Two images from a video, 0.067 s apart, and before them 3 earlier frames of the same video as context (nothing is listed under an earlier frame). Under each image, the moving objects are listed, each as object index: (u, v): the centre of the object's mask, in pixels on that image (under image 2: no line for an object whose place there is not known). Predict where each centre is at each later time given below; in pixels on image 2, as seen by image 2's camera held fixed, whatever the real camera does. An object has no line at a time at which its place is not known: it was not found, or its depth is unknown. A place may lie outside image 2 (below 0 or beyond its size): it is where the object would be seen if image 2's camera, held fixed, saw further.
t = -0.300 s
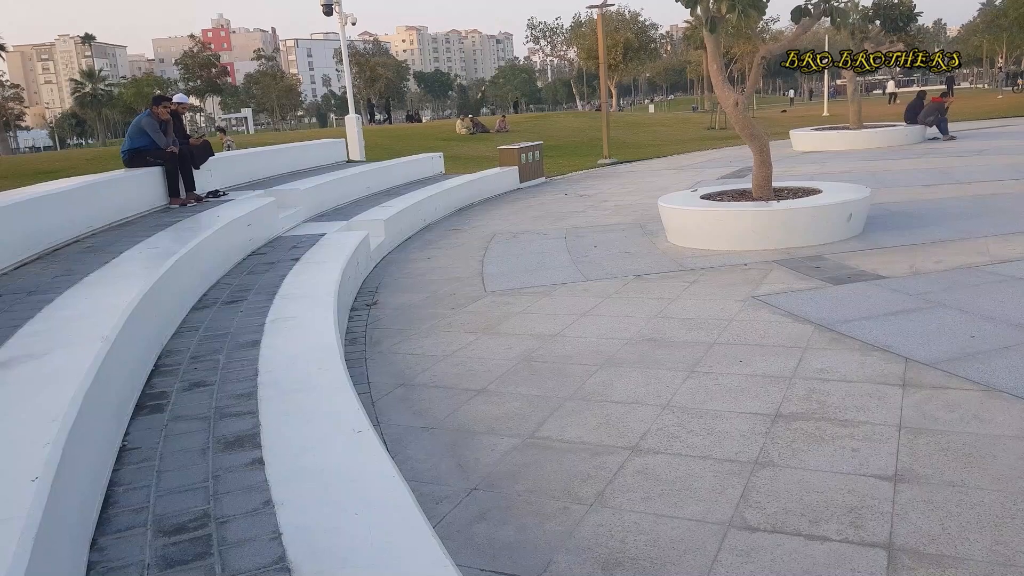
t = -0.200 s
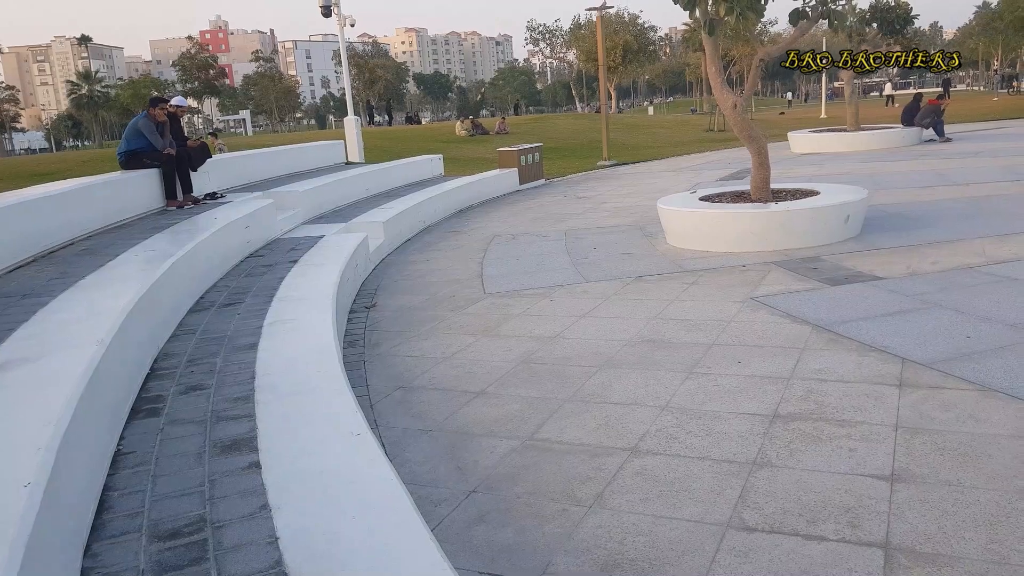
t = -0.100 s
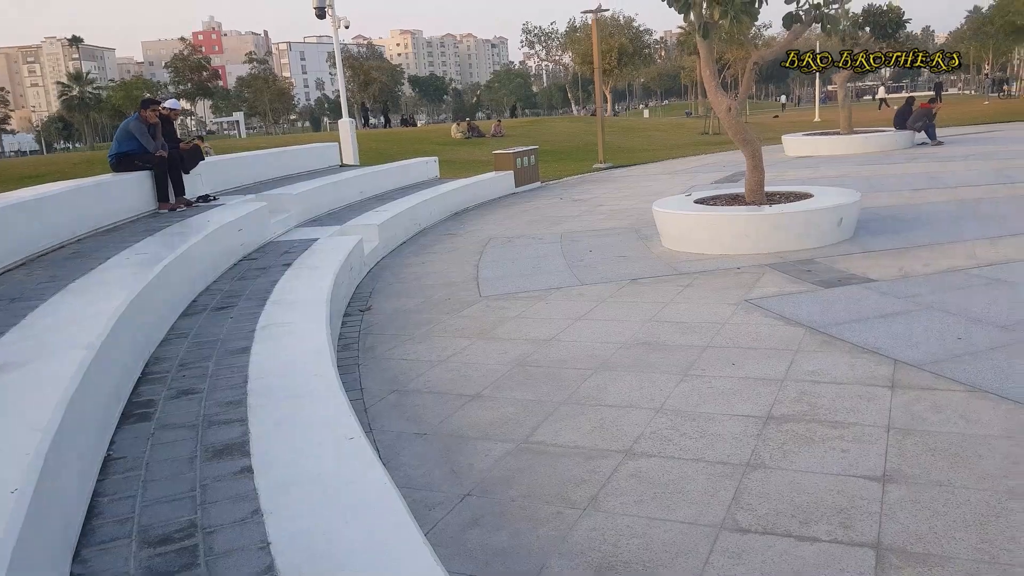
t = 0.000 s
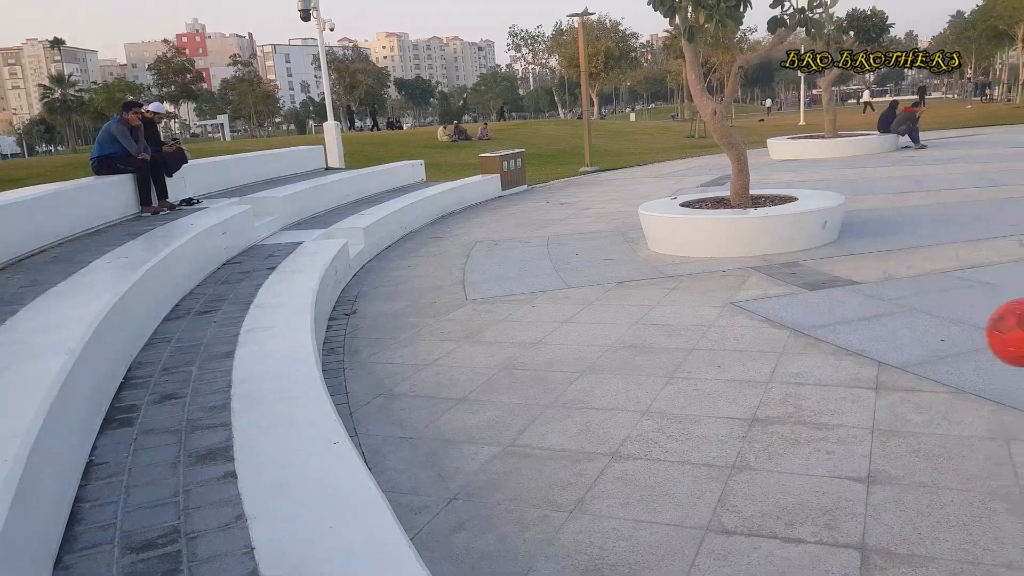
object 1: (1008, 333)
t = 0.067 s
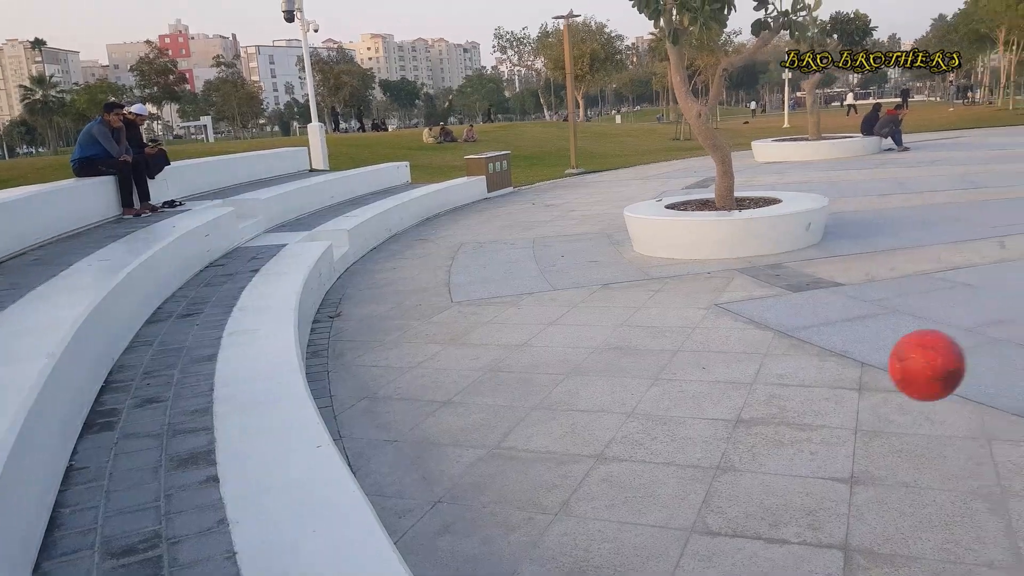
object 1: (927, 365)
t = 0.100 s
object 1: (885, 388)
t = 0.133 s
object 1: (842, 415)
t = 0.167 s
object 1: (797, 446)
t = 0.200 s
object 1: (750, 482)
